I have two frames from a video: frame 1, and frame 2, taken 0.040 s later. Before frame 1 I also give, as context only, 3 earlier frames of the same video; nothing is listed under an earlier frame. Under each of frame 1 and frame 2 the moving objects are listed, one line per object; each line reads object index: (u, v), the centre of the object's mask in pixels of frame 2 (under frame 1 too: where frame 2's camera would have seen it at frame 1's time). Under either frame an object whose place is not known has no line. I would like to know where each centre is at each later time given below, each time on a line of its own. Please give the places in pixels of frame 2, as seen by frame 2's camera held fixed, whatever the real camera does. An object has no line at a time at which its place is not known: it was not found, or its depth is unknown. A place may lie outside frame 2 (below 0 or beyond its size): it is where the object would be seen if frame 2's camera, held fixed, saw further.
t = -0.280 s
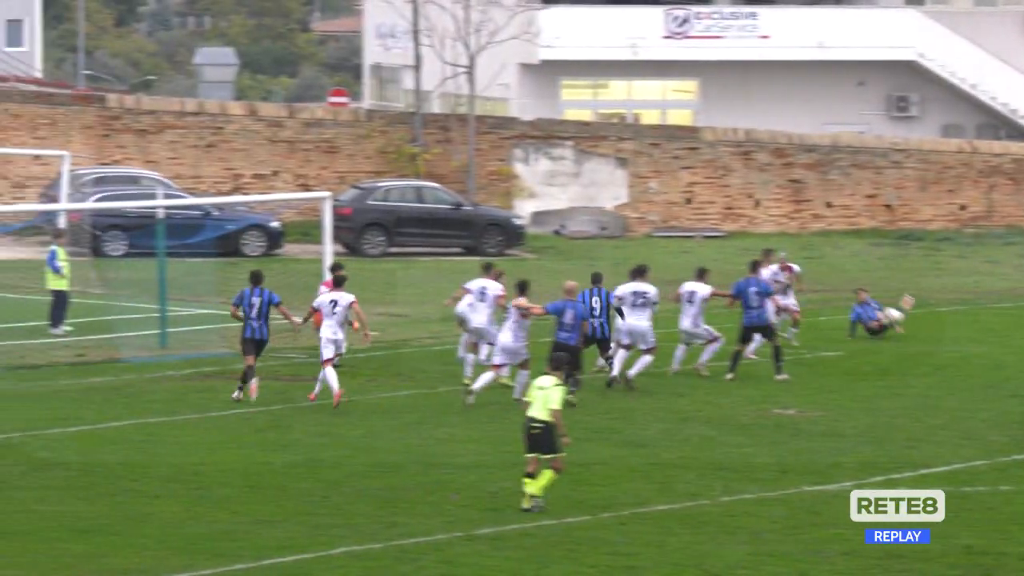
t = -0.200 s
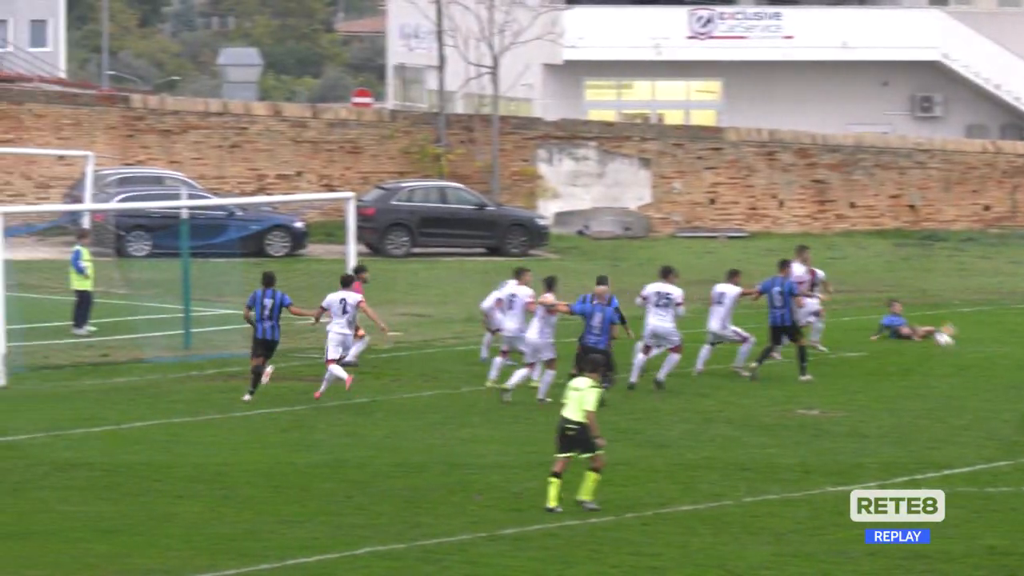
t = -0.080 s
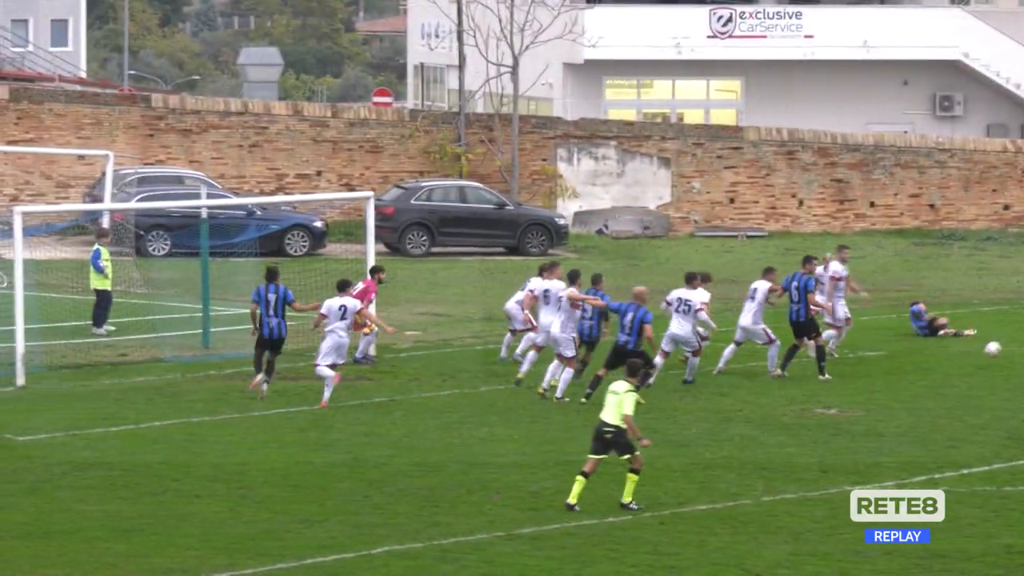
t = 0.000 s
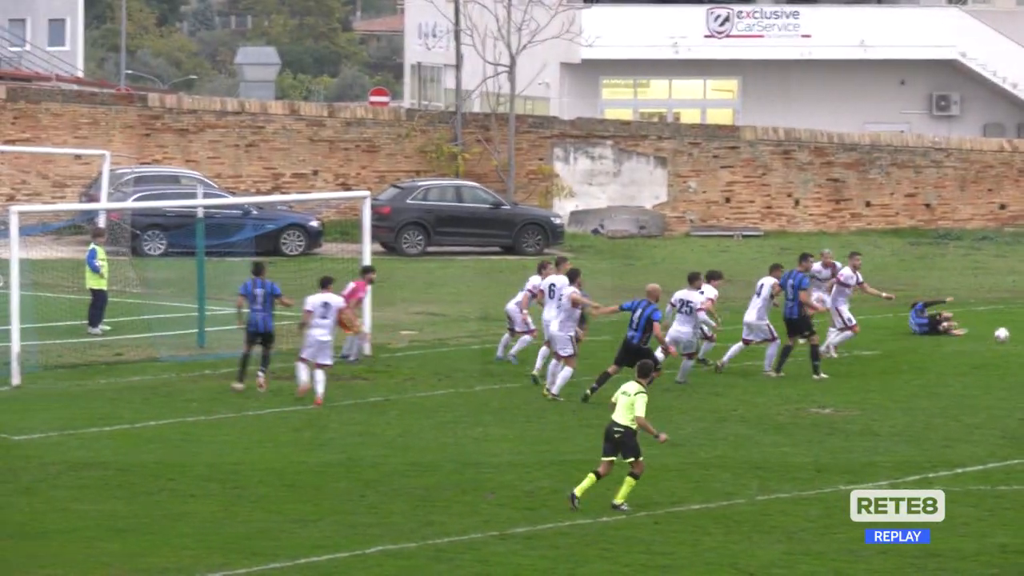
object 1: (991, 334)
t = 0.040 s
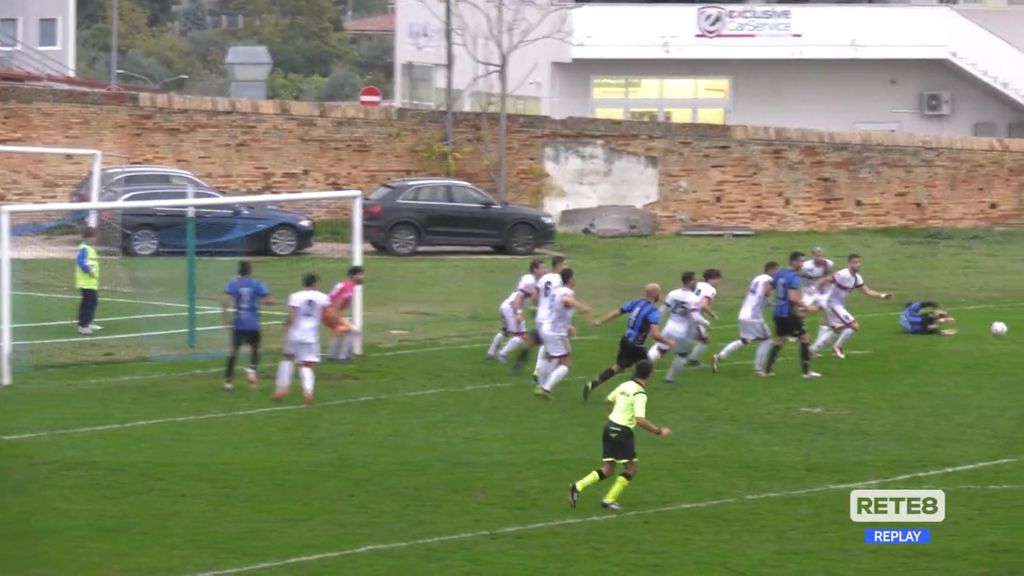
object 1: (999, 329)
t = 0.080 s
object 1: (1006, 325)
